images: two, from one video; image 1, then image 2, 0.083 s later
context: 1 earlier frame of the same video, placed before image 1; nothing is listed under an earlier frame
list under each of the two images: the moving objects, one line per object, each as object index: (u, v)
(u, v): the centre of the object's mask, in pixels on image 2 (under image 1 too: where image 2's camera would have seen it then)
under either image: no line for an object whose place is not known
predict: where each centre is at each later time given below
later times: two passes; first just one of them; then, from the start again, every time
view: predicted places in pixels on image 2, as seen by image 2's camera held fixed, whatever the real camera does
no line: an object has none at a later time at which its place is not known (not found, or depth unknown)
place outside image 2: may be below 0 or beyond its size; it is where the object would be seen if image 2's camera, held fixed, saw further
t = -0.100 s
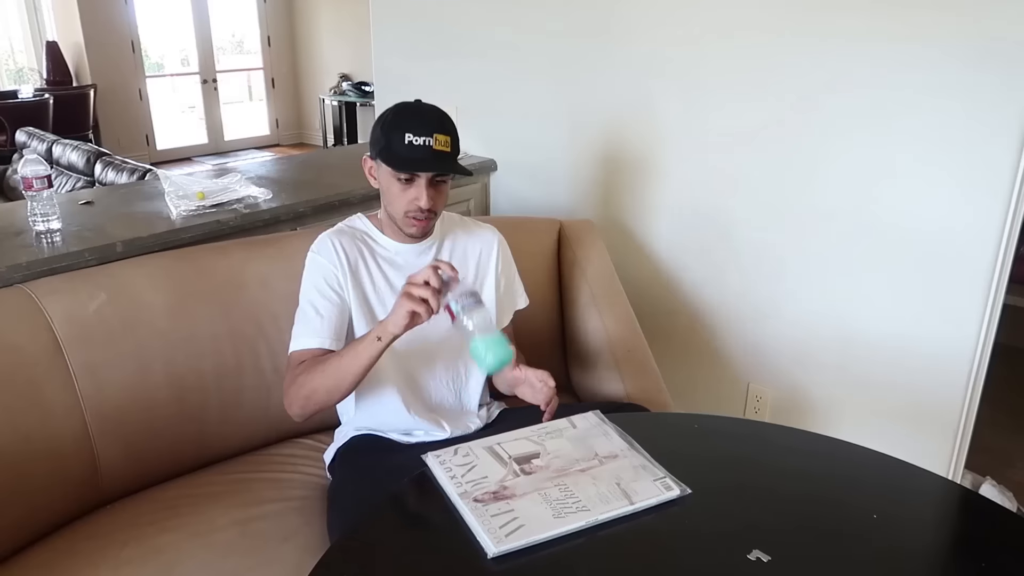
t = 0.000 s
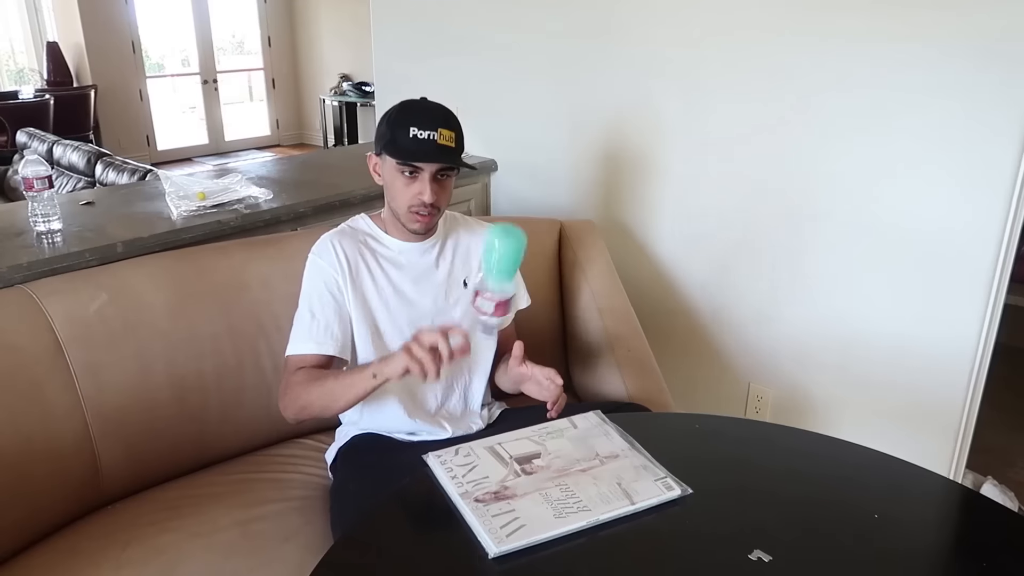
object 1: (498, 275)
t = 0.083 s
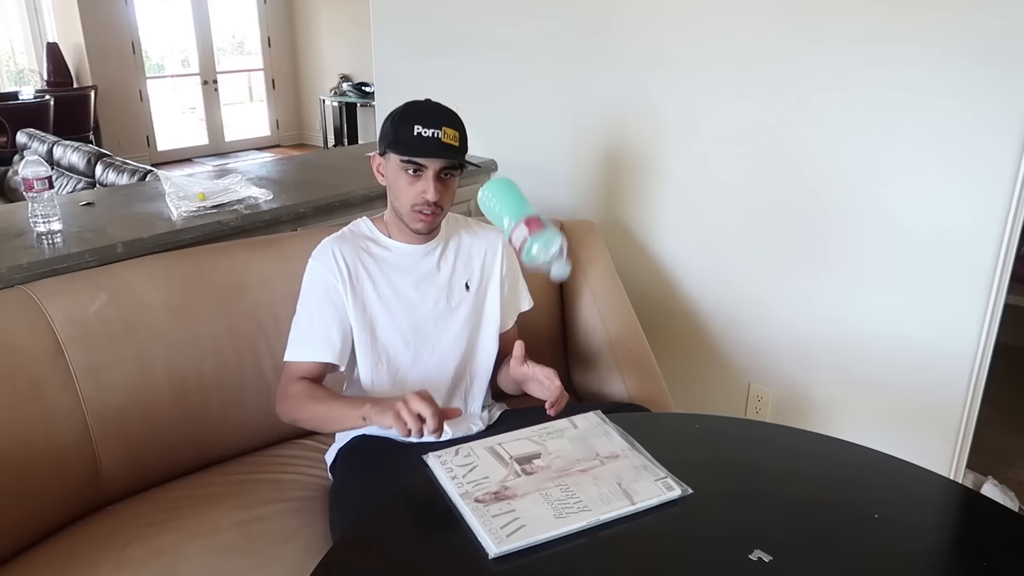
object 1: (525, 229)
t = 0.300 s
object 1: (543, 302)
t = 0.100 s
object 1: (526, 219)
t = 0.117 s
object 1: (526, 212)
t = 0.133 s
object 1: (526, 209)
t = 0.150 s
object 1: (527, 208)
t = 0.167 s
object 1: (529, 210)
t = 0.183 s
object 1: (531, 215)
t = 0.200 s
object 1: (533, 220)
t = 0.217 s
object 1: (535, 228)
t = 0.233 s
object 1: (537, 238)
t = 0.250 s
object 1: (538, 251)
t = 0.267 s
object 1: (540, 266)
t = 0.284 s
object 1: (541, 283)
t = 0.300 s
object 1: (543, 302)
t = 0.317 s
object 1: (544, 321)
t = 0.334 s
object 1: (545, 344)
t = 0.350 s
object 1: (546, 367)
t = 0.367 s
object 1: (546, 393)
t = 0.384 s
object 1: (547, 421)
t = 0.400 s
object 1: (548, 436)
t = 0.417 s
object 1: (548, 437)
